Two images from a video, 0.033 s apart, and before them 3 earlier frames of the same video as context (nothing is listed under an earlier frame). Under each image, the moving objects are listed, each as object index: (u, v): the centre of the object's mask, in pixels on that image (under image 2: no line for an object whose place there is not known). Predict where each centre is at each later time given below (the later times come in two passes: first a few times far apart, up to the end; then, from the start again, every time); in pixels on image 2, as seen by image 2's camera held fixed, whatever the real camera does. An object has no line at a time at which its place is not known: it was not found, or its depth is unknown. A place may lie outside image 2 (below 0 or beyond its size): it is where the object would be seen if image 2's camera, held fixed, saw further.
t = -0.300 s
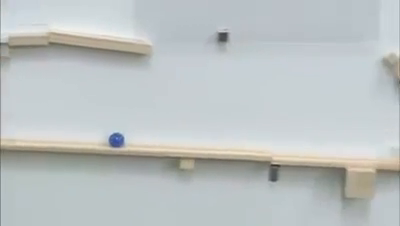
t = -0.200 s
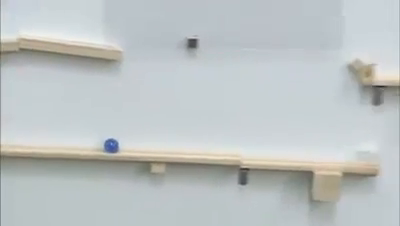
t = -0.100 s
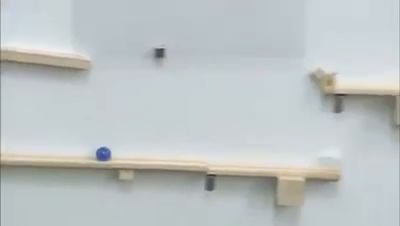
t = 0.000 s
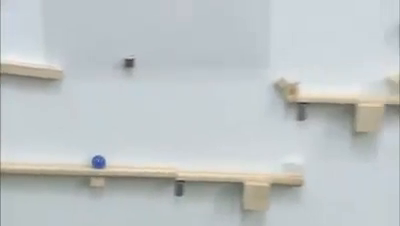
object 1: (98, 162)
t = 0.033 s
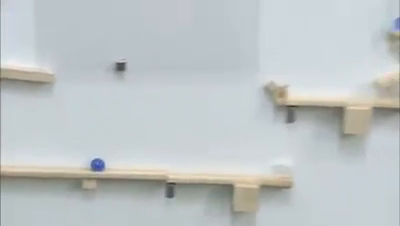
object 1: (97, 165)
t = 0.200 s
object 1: (136, 165)
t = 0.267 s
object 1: (152, 166)
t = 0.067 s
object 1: (105, 165)
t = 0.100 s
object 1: (113, 165)
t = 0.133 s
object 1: (121, 165)
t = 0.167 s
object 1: (128, 165)
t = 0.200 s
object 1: (136, 165)
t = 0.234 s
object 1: (144, 165)
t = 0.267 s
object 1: (152, 166)
